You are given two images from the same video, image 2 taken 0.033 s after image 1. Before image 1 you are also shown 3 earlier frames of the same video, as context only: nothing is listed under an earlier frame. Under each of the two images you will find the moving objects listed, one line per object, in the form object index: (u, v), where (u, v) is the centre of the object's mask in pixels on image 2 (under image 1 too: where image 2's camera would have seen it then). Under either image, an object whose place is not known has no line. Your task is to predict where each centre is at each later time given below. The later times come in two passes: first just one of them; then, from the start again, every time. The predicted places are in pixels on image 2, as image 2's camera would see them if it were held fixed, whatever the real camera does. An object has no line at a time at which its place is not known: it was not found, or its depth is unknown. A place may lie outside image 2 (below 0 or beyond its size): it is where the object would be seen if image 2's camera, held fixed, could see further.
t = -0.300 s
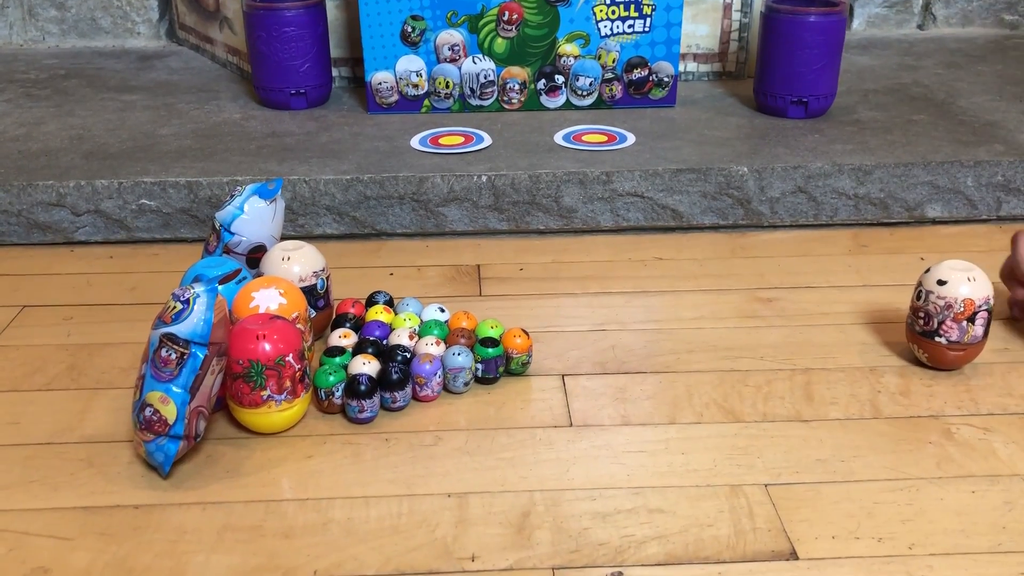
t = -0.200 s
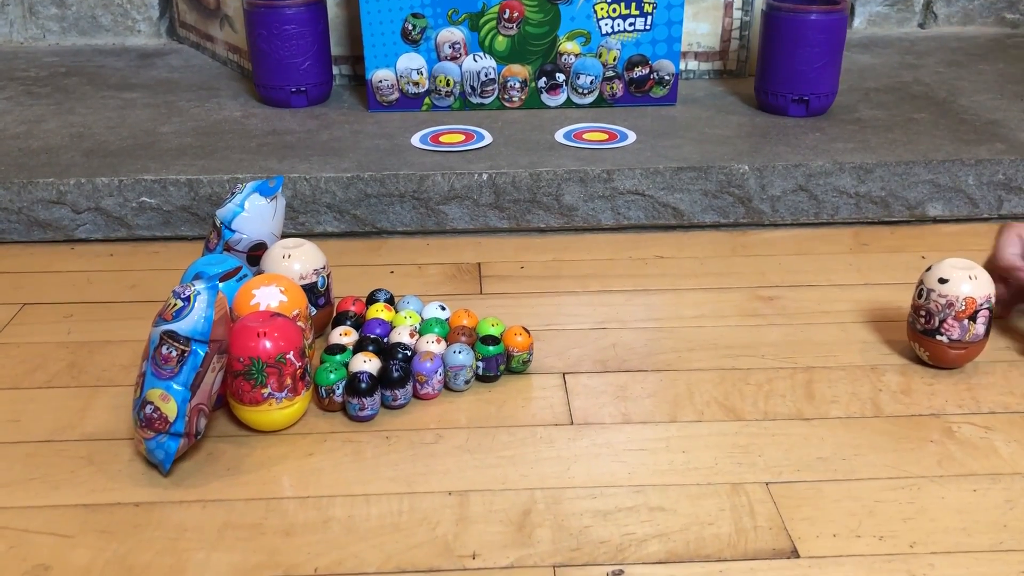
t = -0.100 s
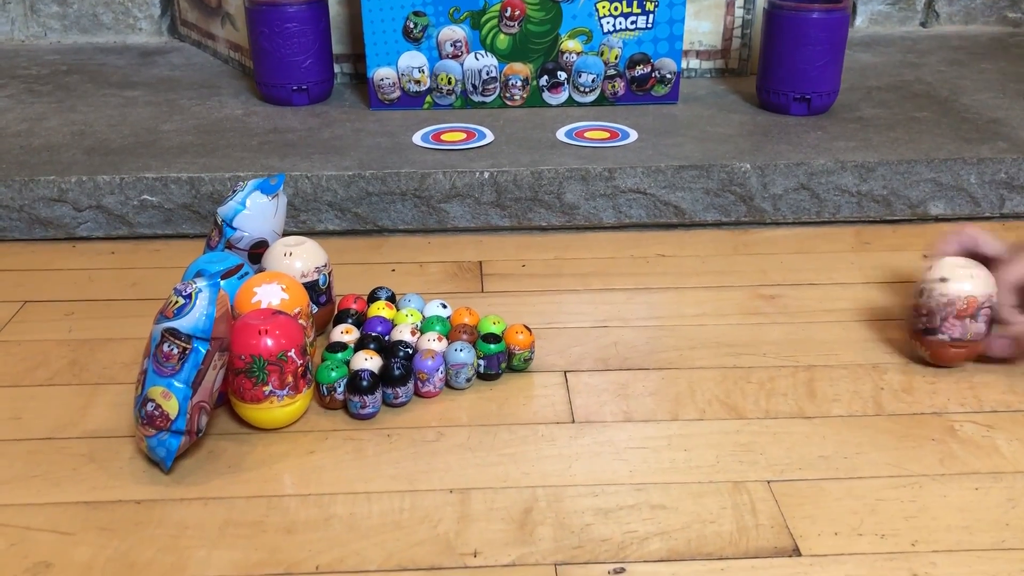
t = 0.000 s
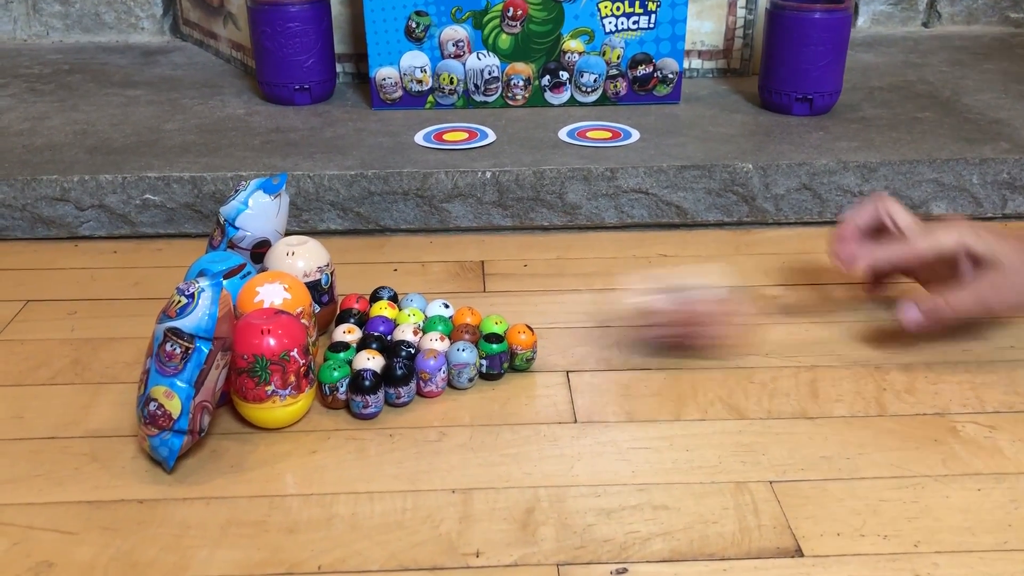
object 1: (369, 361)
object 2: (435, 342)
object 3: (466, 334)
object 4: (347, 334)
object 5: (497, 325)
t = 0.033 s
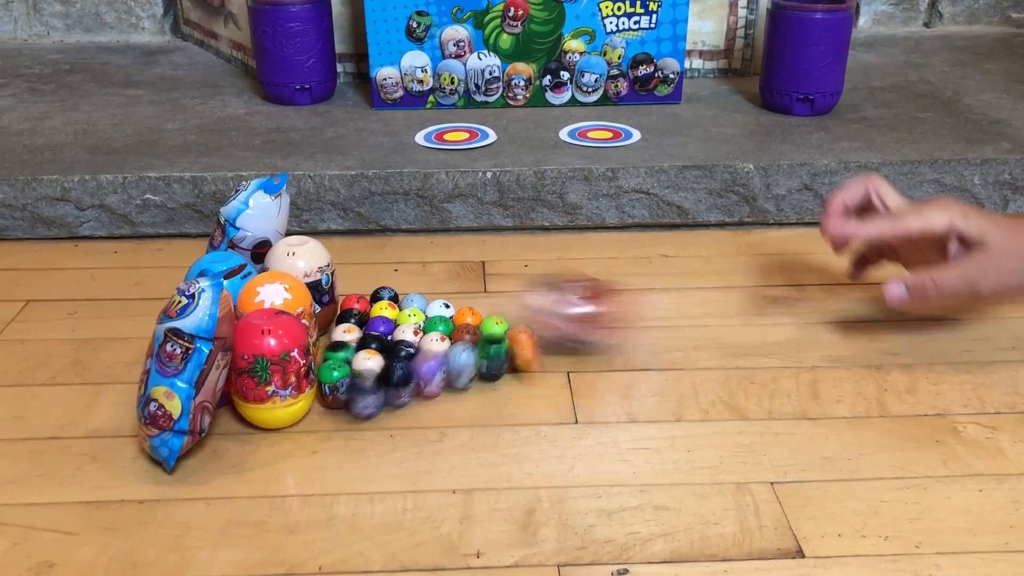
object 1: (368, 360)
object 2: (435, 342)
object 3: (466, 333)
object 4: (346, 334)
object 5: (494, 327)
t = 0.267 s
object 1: (356, 369)
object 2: (428, 384)
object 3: (459, 376)
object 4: (332, 339)
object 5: (492, 360)
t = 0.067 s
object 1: (361, 363)
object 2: (431, 352)
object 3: (462, 342)
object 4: (337, 333)
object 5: (494, 338)
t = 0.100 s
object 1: (358, 372)
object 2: (428, 361)
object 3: (461, 356)
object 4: (333, 333)
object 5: (499, 346)
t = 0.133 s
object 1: (356, 374)
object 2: (428, 367)
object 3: (461, 362)
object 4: (332, 337)
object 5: (500, 354)
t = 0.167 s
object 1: (355, 373)
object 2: (429, 372)
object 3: (463, 370)
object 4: (331, 335)
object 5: (499, 356)
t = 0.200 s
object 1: (356, 372)
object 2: (429, 375)
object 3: (461, 372)
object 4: (331, 336)
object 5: (496, 357)
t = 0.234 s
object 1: (356, 369)
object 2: (430, 380)
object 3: (460, 374)
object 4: (332, 339)
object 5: (494, 358)
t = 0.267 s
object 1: (356, 369)
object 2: (428, 384)
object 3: (459, 376)
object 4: (332, 339)
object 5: (492, 360)
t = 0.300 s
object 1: (355, 372)
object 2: (428, 384)
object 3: (459, 377)
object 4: (332, 339)
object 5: (491, 363)
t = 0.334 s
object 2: (428, 383)
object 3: (459, 377)
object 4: (332, 338)
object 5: (495, 367)
